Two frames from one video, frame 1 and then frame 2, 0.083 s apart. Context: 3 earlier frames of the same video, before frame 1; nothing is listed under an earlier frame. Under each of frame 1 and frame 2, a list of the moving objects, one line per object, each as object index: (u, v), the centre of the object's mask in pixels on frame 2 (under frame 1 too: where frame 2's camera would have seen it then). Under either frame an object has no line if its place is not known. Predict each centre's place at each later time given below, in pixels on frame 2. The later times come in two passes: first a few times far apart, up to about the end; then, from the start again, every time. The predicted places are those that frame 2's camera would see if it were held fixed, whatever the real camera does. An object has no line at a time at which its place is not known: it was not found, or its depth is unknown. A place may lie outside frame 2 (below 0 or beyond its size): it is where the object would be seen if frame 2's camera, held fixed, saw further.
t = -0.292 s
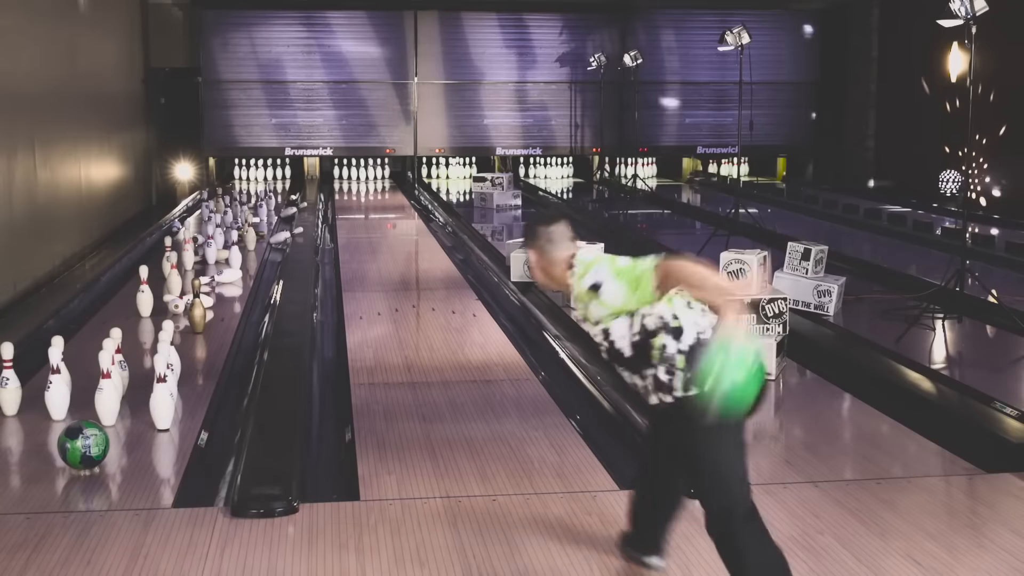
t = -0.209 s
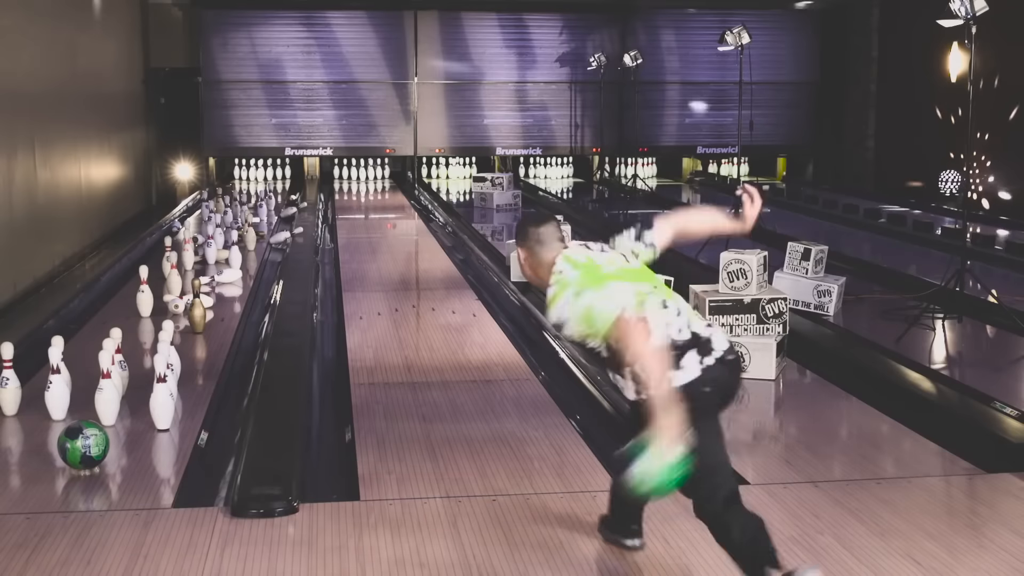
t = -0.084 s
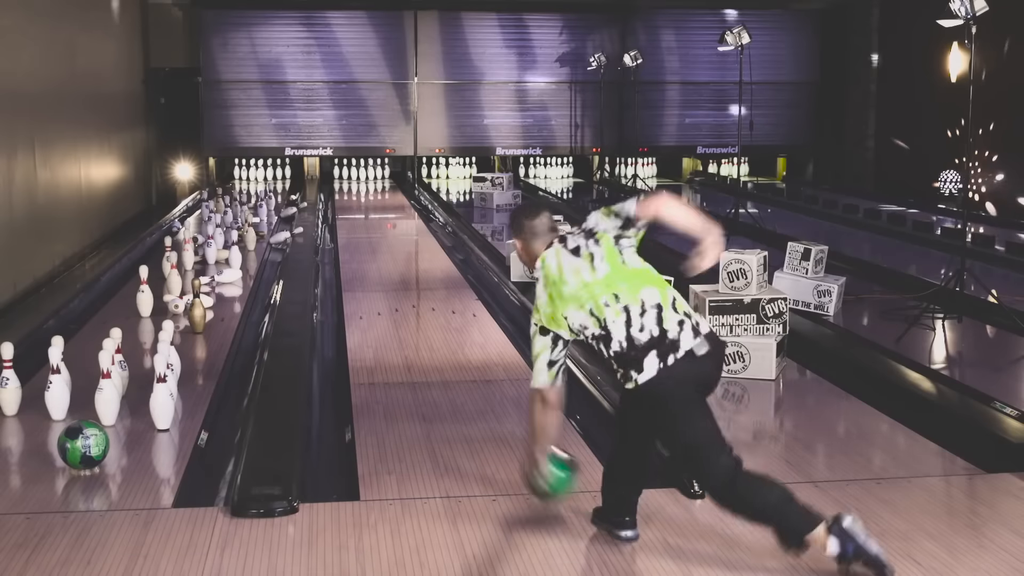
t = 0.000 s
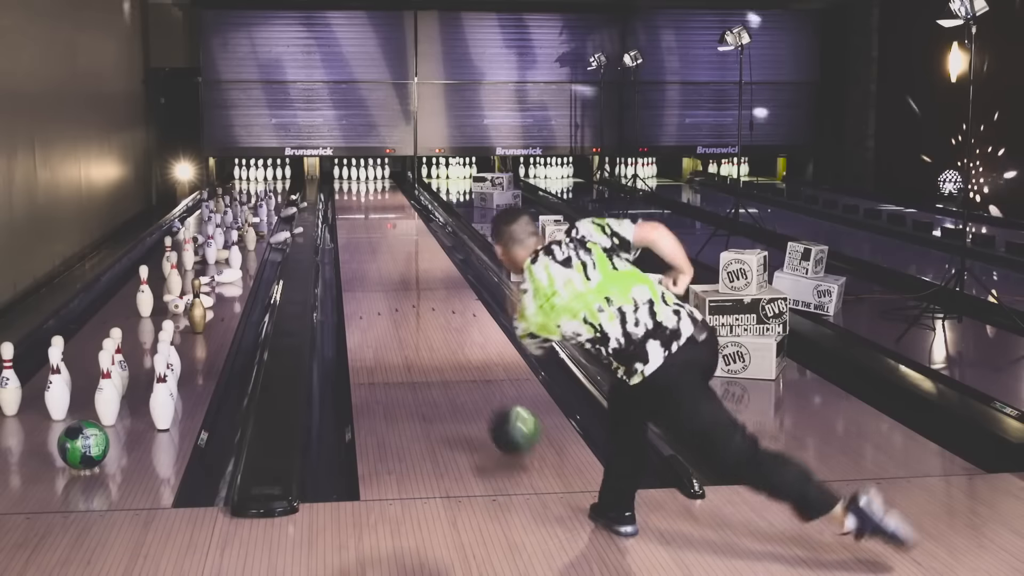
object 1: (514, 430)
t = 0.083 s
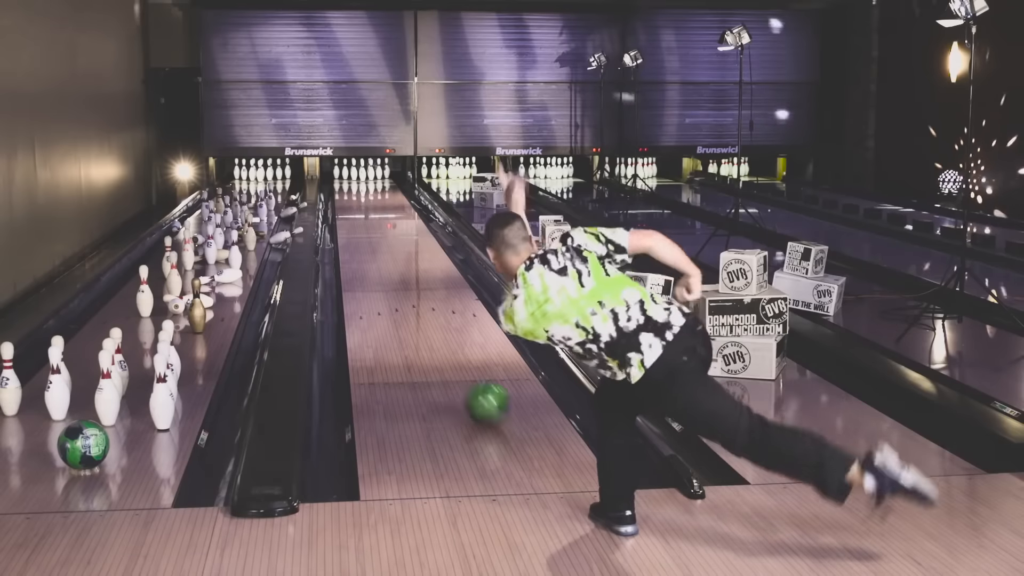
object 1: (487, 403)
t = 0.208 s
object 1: (454, 360)
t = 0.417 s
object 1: (417, 310)
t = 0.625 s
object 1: (392, 276)
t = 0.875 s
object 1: (371, 246)
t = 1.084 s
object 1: (360, 228)
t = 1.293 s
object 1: (351, 213)
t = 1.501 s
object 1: (347, 202)
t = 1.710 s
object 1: (344, 193)
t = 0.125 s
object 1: (475, 387)
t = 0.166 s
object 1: (465, 373)
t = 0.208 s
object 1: (454, 360)
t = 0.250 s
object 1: (446, 349)
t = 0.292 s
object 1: (438, 338)
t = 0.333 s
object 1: (430, 328)
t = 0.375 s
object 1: (424, 318)
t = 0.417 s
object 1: (417, 310)
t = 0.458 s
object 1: (411, 302)
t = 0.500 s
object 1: (406, 295)
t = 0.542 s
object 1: (402, 288)
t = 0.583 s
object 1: (396, 282)
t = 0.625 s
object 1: (392, 276)
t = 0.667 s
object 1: (388, 270)
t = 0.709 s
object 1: (384, 265)
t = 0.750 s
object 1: (380, 260)
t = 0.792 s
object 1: (377, 255)
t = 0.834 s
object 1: (375, 250)
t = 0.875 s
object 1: (371, 246)
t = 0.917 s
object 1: (369, 242)
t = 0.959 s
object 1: (366, 238)
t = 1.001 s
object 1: (364, 235)
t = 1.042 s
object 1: (362, 231)
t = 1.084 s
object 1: (360, 228)
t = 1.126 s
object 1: (357, 225)
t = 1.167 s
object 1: (356, 222)
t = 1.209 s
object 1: (355, 219)
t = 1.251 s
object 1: (353, 216)
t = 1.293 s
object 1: (351, 213)
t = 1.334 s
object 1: (349, 211)
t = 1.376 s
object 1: (349, 208)
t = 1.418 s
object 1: (348, 206)
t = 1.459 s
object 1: (347, 204)
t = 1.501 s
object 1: (347, 202)
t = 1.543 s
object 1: (345, 200)
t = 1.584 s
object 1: (345, 198)
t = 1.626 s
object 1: (345, 196)
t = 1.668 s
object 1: (344, 194)
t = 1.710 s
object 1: (344, 193)
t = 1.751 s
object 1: (344, 190)
